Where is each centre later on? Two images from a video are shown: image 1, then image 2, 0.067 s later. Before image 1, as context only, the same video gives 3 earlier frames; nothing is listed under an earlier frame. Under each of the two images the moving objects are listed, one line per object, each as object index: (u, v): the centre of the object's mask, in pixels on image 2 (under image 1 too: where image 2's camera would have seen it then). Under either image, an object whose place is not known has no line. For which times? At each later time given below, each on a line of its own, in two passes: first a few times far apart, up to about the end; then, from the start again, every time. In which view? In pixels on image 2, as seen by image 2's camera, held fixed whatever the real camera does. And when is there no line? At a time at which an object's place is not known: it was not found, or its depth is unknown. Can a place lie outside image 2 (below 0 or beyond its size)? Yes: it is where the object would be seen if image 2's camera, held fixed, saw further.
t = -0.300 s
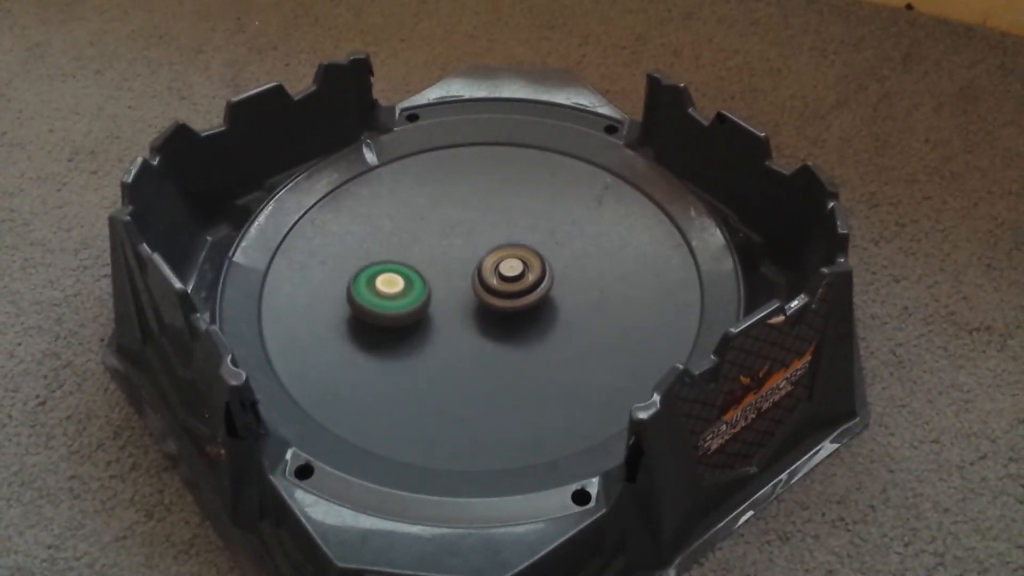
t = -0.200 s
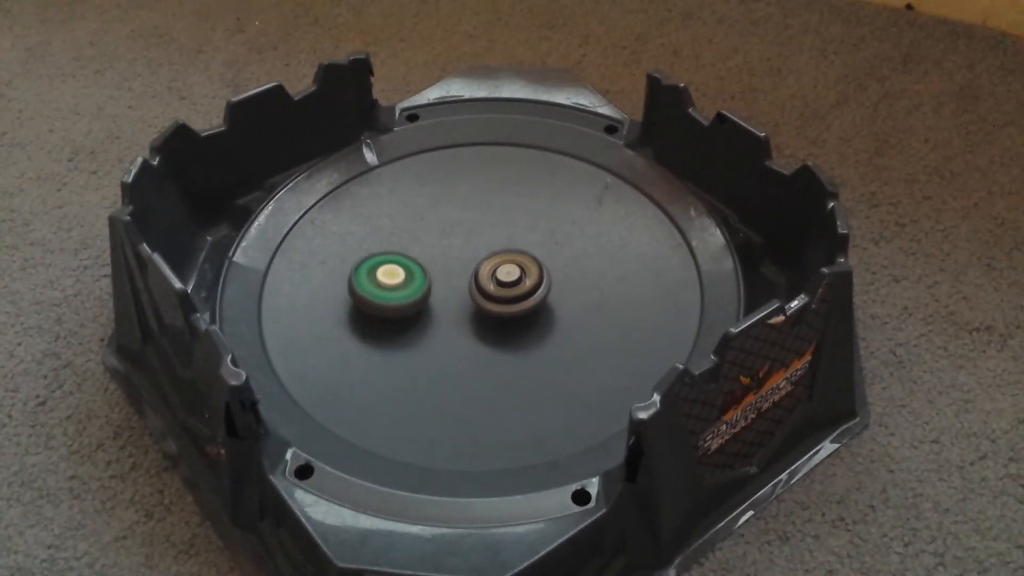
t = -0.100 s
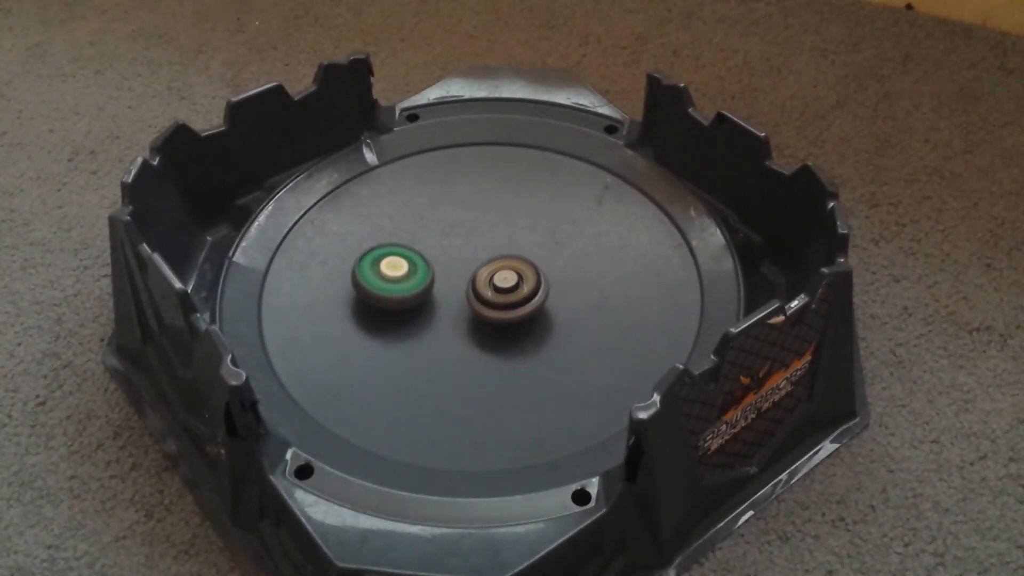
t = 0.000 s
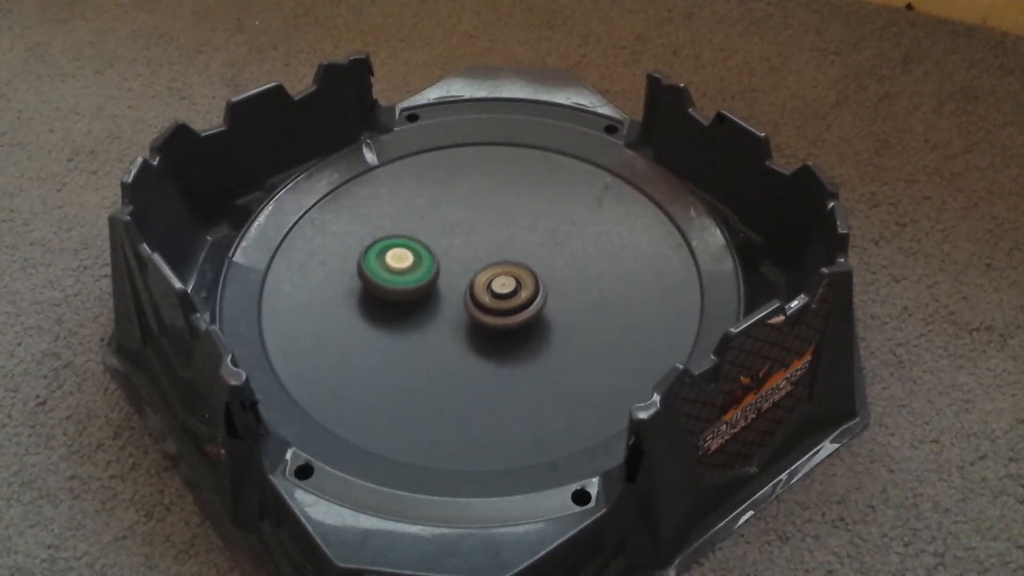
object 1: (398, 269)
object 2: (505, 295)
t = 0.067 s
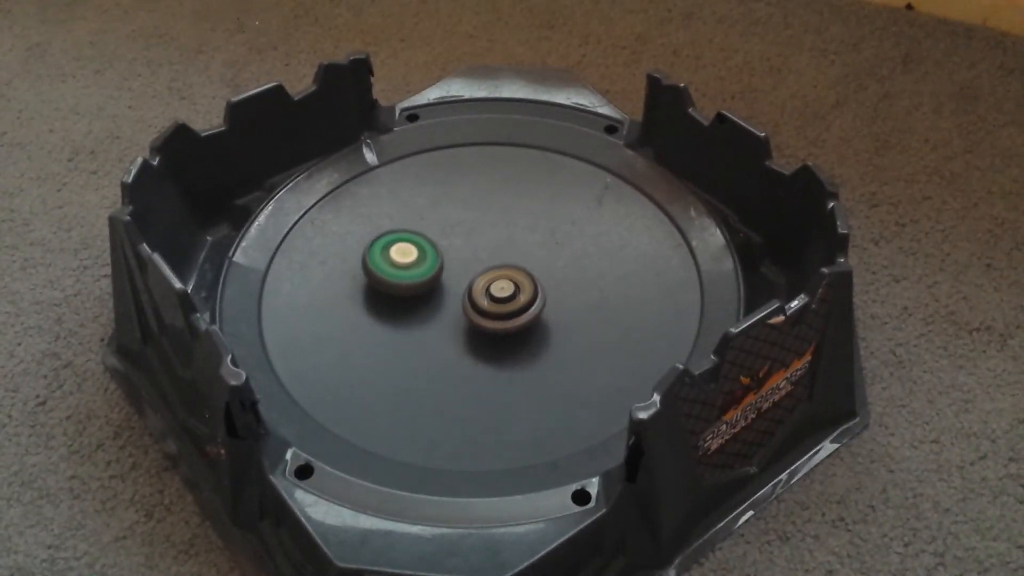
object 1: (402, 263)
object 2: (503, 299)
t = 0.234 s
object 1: (416, 253)
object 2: (499, 308)
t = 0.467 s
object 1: (442, 241)
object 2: (498, 319)
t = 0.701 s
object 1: (471, 233)
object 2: (495, 322)
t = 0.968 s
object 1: (503, 233)
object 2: (489, 317)
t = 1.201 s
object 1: (531, 239)
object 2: (480, 305)
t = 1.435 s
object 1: (554, 251)
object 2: (472, 295)
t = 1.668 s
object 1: (570, 266)
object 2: (466, 286)
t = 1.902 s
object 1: (575, 286)
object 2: (464, 281)
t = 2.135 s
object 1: (571, 309)
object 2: (469, 278)
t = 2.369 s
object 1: (562, 331)
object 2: (477, 279)
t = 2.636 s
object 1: (540, 347)
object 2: (492, 281)
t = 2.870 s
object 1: (516, 353)
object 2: (502, 279)
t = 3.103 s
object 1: (485, 351)
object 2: (510, 278)
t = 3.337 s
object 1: (452, 344)
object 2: (509, 283)
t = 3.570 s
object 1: (423, 332)
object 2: (505, 289)
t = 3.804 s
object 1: (410, 318)
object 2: (500, 297)
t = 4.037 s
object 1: (409, 302)
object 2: (495, 305)
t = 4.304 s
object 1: (420, 281)
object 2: (493, 310)
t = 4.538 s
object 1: (437, 261)
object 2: (491, 308)
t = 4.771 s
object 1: (454, 247)
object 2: (487, 302)
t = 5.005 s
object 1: (472, 235)
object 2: (484, 301)
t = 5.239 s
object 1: (487, 234)
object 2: (485, 297)
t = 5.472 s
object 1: (509, 196)
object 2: (478, 334)
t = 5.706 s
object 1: (503, 201)
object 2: (489, 332)
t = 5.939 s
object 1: (507, 238)
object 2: (497, 318)
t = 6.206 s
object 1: (545, 221)
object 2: (474, 352)
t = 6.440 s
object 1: (537, 245)
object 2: (483, 342)
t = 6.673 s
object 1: (551, 264)
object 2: (468, 338)
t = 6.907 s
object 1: (573, 250)
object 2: (442, 348)
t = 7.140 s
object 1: (552, 268)
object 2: (455, 332)
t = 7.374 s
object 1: (703, 239)
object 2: (296, 323)
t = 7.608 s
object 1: (612, 339)
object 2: (315, 262)
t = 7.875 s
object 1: (508, 373)
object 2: (435, 247)
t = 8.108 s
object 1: (471, 392)
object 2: (487, 236)
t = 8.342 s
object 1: (441, 388)
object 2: (509, 226)
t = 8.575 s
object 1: (420, 362)
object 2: (524, 235)
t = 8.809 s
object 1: (408, 321)
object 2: (534, 256)
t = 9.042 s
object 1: (409, 277)
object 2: (539, 285)
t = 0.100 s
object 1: (405, 262)
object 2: (502, 302)
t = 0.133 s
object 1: (407, 259)
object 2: (501, 303)
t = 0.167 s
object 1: (410, 257)
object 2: (501, 305)
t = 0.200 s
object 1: (413, 255)
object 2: (500, 307)
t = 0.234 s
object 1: (416, 253)
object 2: (499, 308)
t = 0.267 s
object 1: (420, 251)
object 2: (499, 310)
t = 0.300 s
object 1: (423, 249)
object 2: (499, 312)
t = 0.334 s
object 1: (427, 247)
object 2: (498, 313)
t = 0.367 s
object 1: (430, 246)
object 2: (498, 315)
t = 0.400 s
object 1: (434, 244)
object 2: (498, 316)
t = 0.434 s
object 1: (438, 242)
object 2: (498, 317)
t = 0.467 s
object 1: (442, 241)
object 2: (498, 319)
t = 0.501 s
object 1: (446, 239)
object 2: (497, 320)
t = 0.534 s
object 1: (450, 238)
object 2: (497, 320)
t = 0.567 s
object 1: (454, 236)
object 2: (497, 321)
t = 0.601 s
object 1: (458, 235)
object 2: (497, 321)
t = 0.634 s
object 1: (463, 234)
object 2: (496, 322)
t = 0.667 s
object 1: (467, 233)
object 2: (496, 322)
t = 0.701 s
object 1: (471, 233)
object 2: (495, 322)
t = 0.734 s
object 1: (475, 232)
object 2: (494, 322)
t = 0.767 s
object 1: (479, 232)
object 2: (494, 321)
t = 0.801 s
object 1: (483, 232)
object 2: (493, 320)
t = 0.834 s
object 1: (487, 232)
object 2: (492, 320)
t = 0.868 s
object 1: (491, 232)
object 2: (491, 319)
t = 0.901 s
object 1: (495, 232)
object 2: (491, 318)
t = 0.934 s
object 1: (499, 233)
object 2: (490, 318)
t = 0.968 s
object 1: (503, 233)
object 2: (489, 317)
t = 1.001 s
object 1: (507, 234)
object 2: (488, 315)
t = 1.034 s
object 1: (511, 234)
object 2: (486, 314)
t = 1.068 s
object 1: (515, 235)
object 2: (485, 312)
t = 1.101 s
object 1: (519, 236)
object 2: (484, 310)
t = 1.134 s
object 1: (523, 237)
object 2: (483, 309)
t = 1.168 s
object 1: (527, 238)
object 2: (481, 307)
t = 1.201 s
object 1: (531, 239)
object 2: (480, 305)
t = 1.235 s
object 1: (534, 240)
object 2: (478, 304)
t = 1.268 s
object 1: (537, 242)
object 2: (477, 302)
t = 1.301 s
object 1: (541, 243)
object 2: (476, 301)
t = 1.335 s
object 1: (545, 244)
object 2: (475, 299)
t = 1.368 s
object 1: (548, 247)
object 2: (474, 297)
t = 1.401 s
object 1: (551, 247)
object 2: (473, 296)
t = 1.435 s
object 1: (554, 251)
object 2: (472, 295)
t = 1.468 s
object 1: (557, 253)
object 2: (470, 293)
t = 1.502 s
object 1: (560, 254)
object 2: (469, 292)
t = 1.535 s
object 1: (562, 256)
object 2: (469, 291)
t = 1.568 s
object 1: (564, 258)
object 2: (468, 290)
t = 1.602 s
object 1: (566, 261)
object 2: (467, 289)
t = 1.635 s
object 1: (568, 263)
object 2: (467, 287)
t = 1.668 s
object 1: (570, 266)
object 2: (466, 286)
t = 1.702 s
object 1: (571, 268)
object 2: (465, 285)
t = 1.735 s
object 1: (572, 270)
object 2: (465, 284)
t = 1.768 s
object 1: (573, 274)
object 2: (464, 283)
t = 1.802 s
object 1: (574, 277)
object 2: (464, 283)
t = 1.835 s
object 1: (574, 280)
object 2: (464, 282)
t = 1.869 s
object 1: (575, 283)
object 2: (464, 281)
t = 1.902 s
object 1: (575, 286)
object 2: (464, 281)
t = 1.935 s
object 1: (575, 289)
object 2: (464, 280)
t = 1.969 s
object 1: (574, 292)
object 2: (465, 280)
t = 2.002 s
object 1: (574, 296)
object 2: (466, 279)
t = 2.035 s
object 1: (573, 299)
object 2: (466, 279)
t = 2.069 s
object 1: (573, 303)
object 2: (467, 279)
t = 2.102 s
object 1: (572, 306)
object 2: (467, 279)
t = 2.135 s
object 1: (571, 309)
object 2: (469, 278)
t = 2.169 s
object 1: (570, 312)
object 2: (470, 278)
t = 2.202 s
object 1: (570, 316)
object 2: (471, 278)
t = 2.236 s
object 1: (569, 319)
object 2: (472, 278)
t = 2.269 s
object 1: (567, 322)
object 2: (473, 278)
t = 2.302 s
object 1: (566, 325)
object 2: (474, 279)
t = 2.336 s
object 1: (564, 328)
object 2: (475, 278)
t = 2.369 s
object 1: (562, 331)
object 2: (477, 279)
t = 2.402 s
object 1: (560, 333)
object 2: (478, 279)
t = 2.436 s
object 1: (557, 336)
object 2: (481, 279)
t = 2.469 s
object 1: (555, 338)
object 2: (483, 280)
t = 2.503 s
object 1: (552, 340)
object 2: (485, 280)
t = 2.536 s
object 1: (549, 342)
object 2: (487, 280)
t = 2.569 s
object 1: (547, 344)
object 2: (489, 280)
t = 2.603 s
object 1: (543, 346)
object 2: (491, 281)
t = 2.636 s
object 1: (540, 347)
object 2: (492, 281)
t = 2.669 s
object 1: (536, 349)
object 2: (494, 282)
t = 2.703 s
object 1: (533, 350)
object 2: (495, 281)
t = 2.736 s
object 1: (529, 351)
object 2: (496, 281)
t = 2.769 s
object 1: (526, 351)
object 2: (498, 280)
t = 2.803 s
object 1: (522, 352)
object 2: (499, 280)
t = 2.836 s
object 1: (519, 353)
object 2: (501, 280)
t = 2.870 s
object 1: (516, 353)
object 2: (502, 279)
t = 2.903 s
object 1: (512, 353)
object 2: (504, 279)
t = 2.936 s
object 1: (508, 353)
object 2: (505, 278)
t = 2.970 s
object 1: (504, 352)
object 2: (506, 278)
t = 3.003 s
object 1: (499, 352)
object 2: (507, 278)
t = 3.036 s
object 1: (494, 352)
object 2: (509, 278)
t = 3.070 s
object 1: (490, 351)
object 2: (509, 278)
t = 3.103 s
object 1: (485, 351)
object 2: (510, 278)
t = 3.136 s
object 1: (480, 350)
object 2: (510, 279)
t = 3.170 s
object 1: (475, 349)
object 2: (510, 279)
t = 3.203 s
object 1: (470, 348)
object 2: (510, 280)
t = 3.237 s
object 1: (466, 347)
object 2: (510, 281)
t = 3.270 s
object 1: (461, 346)
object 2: (510, 281)
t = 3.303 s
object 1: (456, 345)
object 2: (510, 282)
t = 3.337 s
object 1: (452, 344)
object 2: (509, 283)
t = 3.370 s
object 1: (447, 343)
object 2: (509, 283)
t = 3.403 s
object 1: (443, 341)
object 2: (508, 284)
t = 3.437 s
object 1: (439, 339)
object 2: (507, 286)
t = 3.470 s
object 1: (435, 338)
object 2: (507, 286)
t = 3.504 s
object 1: (431, 336)
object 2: (506, 287)
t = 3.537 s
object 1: (427, 334)
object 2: (505, 288)
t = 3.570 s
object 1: (423, 332)
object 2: (505, 289)
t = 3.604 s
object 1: (420, 330)
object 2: (504, 290)
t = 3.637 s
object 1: (418, 329)
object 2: (503, 291)
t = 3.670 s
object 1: (416, 327)
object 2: (503, 292)
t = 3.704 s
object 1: (414, 325)
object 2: (502, 293)
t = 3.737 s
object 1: (412, 323)
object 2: (502, 294)
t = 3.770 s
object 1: (411, 321)
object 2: (501, 295)
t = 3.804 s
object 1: (410, 318)
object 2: (500, 297)
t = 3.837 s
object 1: (409, 316)
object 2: (499, 298)
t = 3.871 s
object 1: (409, 314)
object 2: (499, 299)
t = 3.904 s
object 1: (409, 311)
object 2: (498, 300)
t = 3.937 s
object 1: (409, 309)
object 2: (497, 301)
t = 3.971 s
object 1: (408, 307)
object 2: (497, 302)
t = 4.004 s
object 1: (408, 304)
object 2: (496, 303)
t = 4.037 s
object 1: (409, 302)
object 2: (495, 305)
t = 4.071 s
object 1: (410, 300)
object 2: (495, 306)
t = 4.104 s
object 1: (411, 297)
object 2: (495, 307)
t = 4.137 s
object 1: (412, 295)
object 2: (494, 308)
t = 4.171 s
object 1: (413, 293)
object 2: (494, 309)
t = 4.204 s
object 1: (415, 289)
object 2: (494, 310)
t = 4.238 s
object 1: (416, 287)
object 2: (494, 310)
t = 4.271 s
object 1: (418, 283)
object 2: (493, 310)
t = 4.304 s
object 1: (420, 281)
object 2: (493, 310)
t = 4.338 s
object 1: (422, 278)
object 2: (493, 310)
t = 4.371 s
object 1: (424, 276)
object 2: (493, 310)
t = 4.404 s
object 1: (427, 273)
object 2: (492, 310)
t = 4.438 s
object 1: (429, 270)
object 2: (492, 310)
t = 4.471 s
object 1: (432, 267)
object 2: (491, 309)
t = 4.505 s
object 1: (435, 265)
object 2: (491, 309)
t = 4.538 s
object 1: (437, 261)
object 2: (491, 308)
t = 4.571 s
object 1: (439, 259)
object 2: (490, 307)
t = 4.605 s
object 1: (442, 256)
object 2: (490, 307)
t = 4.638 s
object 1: (444, 254)
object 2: (489, 306)
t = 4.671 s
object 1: (447, 252)
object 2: (489, 305)
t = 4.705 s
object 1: (449, 250)
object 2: (488, 304)
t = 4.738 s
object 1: (452, 249)
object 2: (488, 303)
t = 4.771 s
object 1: (454, 247)
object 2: (487, 302)
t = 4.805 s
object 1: (457, 245)
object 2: (487, 301)
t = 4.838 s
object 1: (459, 244)
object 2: (486, 300)
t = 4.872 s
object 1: (463, 242)
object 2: (486, 300)
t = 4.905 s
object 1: (465, 240)
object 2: (485, 301)
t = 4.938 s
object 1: (467, 238)
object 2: (485, 302)
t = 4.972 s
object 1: (470, 236)
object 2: (484, 302)
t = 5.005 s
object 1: (472, 235)
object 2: (484, 301)
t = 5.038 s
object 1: (474, 234)
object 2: (483, 301)
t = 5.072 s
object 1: (476, 233)
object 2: (483, 300)
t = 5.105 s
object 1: (478, 233)
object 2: (484, 300)
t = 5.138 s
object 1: (480, 233)
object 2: (484, 299)
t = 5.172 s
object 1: (483, 234)
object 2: (484, 298)
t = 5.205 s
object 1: (485, 234)
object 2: (484, 297)
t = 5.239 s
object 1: (487, 234)
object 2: (485, 297)
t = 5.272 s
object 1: (490, 234)
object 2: (485, 296)
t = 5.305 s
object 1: (493, 235)
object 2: (486, 295)
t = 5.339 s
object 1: (498, 226)
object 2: (483, 305)
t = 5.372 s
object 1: (504, 212)
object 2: (479, 319)
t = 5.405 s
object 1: (507, 204)
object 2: (477, 326)
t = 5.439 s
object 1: (509, 199)
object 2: (477, 331)
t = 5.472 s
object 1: (509, 196)
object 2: (478, 334)
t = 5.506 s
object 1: (509, 195)
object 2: (479, 336)
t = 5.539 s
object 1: (508, 195)
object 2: (480, 337)
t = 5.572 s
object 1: (507, 195)
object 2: (481, 337)
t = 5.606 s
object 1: (506, 197)
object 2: (483, 336)
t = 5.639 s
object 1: (505, 197)
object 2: (485, 335)
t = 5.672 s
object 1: (504, 200)
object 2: (487, 333)
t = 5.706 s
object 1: (503, 201)
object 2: (489, 332)
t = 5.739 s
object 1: (503, 206)
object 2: (491, 330)
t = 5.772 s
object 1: (503, 210)
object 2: (492, 328)
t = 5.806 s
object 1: (503, 214)
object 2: (493, 326)
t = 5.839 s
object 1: (503, 220)
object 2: (495, 324)
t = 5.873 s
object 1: (504, 226)
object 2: (496, 322)
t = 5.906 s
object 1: (505, 232)
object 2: (496, 320)
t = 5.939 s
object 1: (507, 238)
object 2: (497, 318)
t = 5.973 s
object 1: (510, 244)
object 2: (498, 315)
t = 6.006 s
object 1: (513, 249)
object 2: (498, 312)
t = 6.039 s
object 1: (519, 249)
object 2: (494, 319)
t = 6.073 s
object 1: (529, 236)
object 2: (486, 333)
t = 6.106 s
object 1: (537, 226)
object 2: (480, 341)
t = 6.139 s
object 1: (542, 221)
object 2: (476, 348)
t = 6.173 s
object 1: (544, 220)
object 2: (474, 351)
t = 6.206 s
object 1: (545, 221)
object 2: (474, 352)
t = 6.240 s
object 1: (544, 222)
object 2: (474, 352)
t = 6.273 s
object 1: (543, 225)
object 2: (475, 351)
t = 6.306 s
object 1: (542, 228)
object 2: (477, 350)
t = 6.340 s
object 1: (540, 232)
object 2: (479, 348)
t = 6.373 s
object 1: (539, 236)
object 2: (480, 346)
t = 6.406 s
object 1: (538, 239)
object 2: (482, 344)
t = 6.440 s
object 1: (537, 245)
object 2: (483, 342)
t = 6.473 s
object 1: (535, 249)
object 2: (484, 340)
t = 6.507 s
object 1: (534, 254)
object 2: (485, 338)
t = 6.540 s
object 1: (534, 259)
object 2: (487, 336)
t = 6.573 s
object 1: (533, 267)
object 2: (488, 333)
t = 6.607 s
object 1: (534, 272)
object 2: (488, 330)
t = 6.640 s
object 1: (535, 275)
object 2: (485, 329)
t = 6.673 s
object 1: (551, 264)
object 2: (468, 338)
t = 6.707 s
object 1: (565, 255)
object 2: (455, 345)
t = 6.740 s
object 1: (573, 250)
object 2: (448, 349)
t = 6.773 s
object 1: (576, 248)
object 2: (444, 351)
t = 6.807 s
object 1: (576, 247)
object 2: (441, 351)
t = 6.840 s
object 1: (576, 248)
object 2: (441, 351)
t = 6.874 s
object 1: (575, 249)
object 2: (441, 350)
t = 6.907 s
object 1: (573, 250)
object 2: (442, 348)
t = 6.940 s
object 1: (571, 251)
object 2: (444, 346)
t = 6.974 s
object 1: (569, 252)
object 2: (445, 345)
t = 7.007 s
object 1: (566, 255)
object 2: (447, 343)
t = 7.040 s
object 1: (563, 258)
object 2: (449, 341)
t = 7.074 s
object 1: (560, 262)
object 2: (451, 339)
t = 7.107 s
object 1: (556, 264)
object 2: (453, 336)
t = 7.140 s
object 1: (552, 268)
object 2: (455, 332)
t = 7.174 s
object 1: (549, 273)
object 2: (456, 329)
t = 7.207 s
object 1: (546, 277)
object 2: (458, 325)
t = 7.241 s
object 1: (542, 281)
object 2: (460, 321)
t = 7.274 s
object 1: (539, 286)
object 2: (462, 317)
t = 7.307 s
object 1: (574, 280)
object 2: (428, 317)
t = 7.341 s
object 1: (643, 261)
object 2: (358, 320)
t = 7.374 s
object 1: (703, 239)
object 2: (296, 323)
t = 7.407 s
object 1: (732, 227)
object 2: (255, 313)
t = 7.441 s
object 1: (724, 240)
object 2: (251, 296)
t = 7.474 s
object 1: (708, 276)
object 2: (257, 287)
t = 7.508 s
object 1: (685, 301)
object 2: (268, 287)
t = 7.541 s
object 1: (659, 317)
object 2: (281, 277)
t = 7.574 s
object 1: (636, 329)
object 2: (298, 268)
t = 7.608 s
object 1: (612, 339)
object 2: (315, 262)
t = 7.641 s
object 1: (590, 348)
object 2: (332, 257)
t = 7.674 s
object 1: (571, 353)
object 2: (350, 253)
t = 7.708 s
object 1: (554, 356)
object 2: (367, 252)
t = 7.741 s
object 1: (540, 360)
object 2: (383, 250)
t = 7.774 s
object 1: (529, 363)
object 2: (396, 249)
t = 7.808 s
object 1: (521, 366)
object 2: (410, 249)
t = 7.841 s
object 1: (514, 369)
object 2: (423, 248)
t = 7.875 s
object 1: (508, 373)
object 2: (435, 247)
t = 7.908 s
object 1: (503, 377)
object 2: (446, 247)
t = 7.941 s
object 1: (497, 380)
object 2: (455, 246)
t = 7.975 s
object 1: (492, 384)
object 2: (463, 245)
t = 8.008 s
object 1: (486, 386)
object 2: (470, 243)
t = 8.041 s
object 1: (481, 389)
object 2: (477, 241)
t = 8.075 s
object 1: (476, 391)
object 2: (482, 239)
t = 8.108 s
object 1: (471, 392)
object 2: (487, 236)
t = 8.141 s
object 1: (466, 393)
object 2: (491, 234)
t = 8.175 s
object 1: (461, 393)
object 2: (494, 231)
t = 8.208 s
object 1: (457, 393)
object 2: (498, 229)
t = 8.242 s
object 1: (453, 393)
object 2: (501, 227)
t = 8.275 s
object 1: (449, 392)
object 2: (504, 226)
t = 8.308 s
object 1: (445, 390)
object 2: (506, 225)
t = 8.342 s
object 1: (441, 388)
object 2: (509, 226)
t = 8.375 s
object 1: (438, 386)
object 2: (511, 226)
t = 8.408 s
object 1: (434, 383)
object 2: (514, 226)
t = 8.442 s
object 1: (431, 379)
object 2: (516, 227)
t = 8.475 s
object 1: (429, 376)
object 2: (518, 229)
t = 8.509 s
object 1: (426, 371)
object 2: (520, 230)
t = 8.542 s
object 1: (423, 367)
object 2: (522, 232)
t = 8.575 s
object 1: (420, 362)
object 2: (524, 235)
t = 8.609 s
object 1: (418, 356)
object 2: (526, 237)
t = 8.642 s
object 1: (415, 351)
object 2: (527, 239)
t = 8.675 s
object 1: (414, 345)
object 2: (529, 242)
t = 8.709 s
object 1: (412, 339)
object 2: (530, 245)
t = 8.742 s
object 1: (411, 334)
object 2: (531, 249)
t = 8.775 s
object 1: (410, 327)
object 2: (533, 252)
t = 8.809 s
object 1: (408, 321)
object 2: (534, 256)
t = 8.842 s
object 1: (408, 315)
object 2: (535, 260)
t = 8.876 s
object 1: (408, 309)
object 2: (536, 264)
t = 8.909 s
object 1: (408, 302)
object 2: (537, 268)
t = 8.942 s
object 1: (408, 295)
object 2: (538, 272)
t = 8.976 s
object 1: (408, 289)
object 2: (538, 276)
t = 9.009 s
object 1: (409, 283)
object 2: (538, 280)
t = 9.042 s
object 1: (409, 277)
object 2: (539, 285)
